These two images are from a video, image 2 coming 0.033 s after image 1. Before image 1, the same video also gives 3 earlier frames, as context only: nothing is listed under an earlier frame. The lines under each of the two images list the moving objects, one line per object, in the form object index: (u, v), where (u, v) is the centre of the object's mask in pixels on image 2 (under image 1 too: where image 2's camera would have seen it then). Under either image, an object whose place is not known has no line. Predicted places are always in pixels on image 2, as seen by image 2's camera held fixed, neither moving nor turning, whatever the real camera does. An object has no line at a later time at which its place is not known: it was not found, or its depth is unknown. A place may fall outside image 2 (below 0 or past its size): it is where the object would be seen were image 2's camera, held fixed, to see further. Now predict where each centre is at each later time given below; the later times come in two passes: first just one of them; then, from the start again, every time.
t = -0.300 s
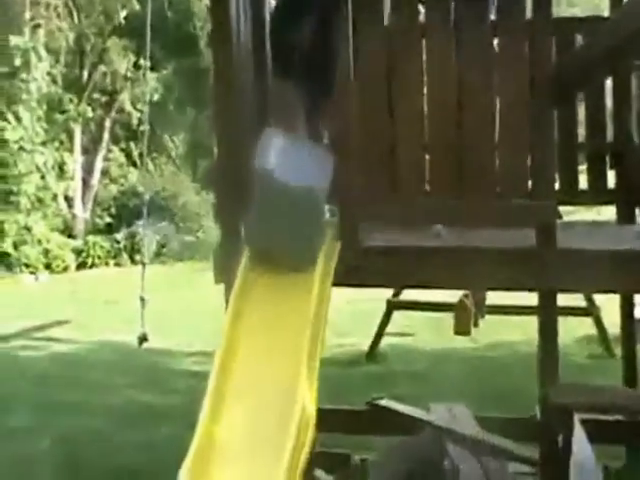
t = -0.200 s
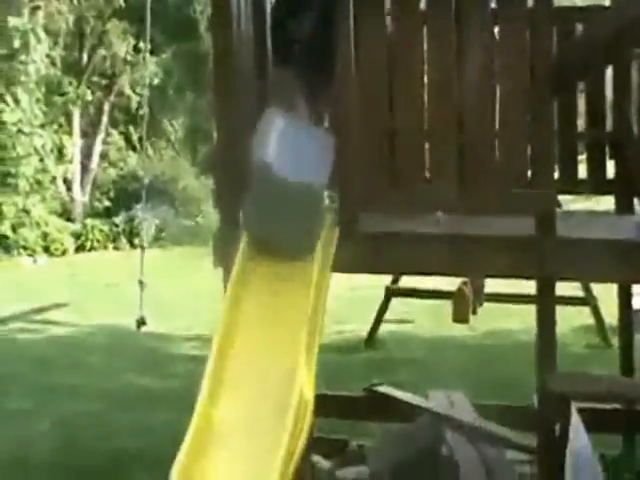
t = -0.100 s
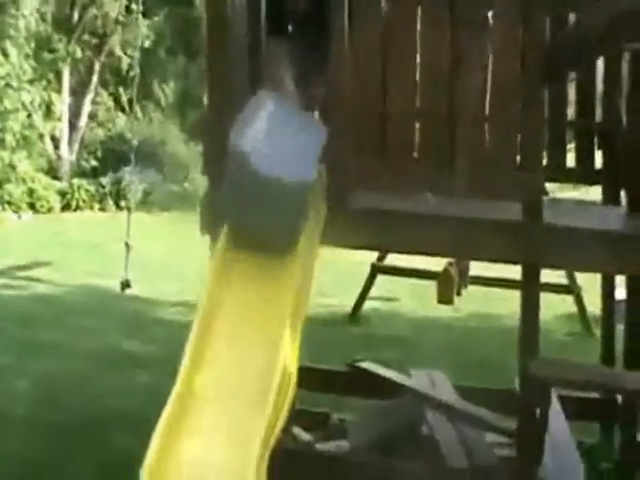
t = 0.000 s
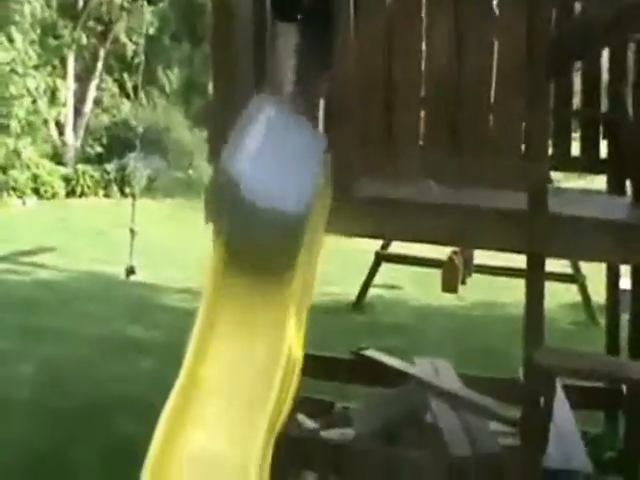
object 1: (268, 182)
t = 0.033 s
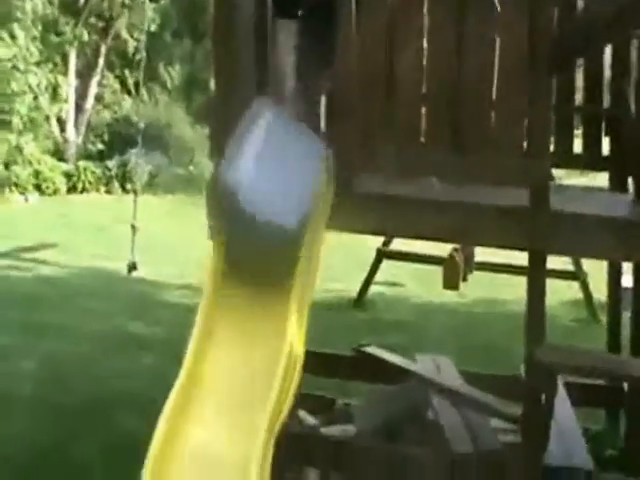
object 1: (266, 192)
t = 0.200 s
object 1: (246, 256)
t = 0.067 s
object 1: (263, 204)
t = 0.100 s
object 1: (259, 216)
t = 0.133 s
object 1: (256, 228)
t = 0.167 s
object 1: (251, 244)
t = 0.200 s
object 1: (246, 256)
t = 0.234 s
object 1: (240, 273)
